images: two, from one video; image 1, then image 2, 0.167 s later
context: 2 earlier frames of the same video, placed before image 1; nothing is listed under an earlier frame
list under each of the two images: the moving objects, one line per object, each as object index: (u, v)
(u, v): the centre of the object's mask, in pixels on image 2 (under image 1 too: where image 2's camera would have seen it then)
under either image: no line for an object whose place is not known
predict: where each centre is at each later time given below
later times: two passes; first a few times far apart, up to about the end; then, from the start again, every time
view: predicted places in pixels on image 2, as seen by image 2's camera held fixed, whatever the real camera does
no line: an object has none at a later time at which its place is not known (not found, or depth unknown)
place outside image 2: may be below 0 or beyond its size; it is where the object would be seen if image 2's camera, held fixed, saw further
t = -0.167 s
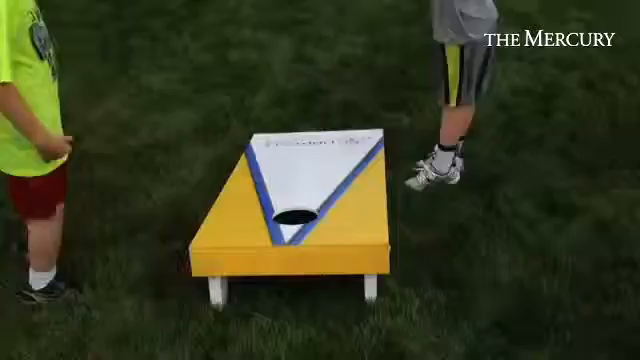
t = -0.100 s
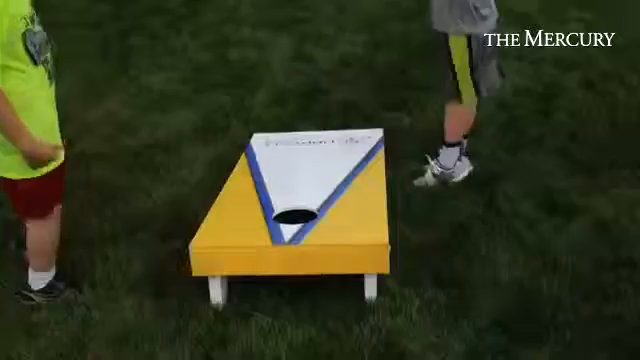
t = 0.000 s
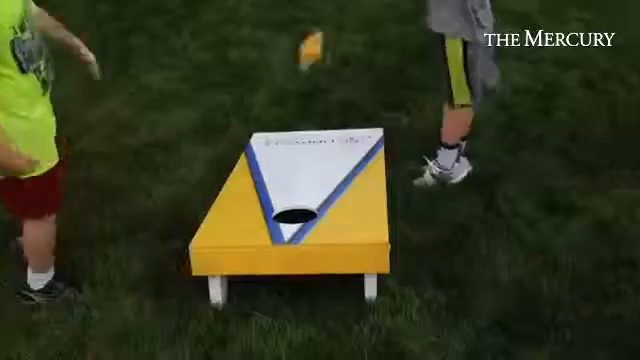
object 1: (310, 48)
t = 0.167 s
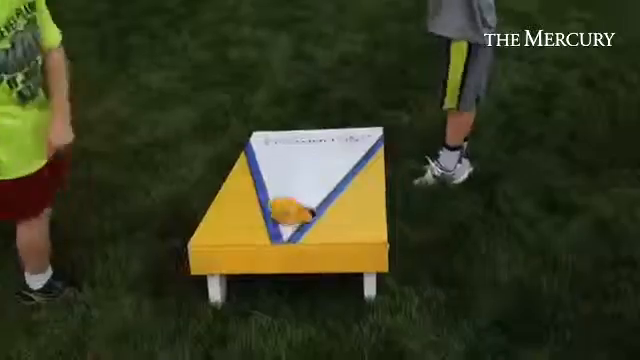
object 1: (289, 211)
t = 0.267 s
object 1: (277, 224)
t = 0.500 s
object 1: (251, 302)
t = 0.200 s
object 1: (286, 221)
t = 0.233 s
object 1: (283, 221)
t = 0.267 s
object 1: (277, 224)
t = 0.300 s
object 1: (274, 229)
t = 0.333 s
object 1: (269, 232)
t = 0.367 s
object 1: (269, 240)
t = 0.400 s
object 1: (263, 253)
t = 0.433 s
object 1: (255, 271)
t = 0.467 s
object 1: (253, 285)
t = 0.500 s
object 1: (251, 302)
